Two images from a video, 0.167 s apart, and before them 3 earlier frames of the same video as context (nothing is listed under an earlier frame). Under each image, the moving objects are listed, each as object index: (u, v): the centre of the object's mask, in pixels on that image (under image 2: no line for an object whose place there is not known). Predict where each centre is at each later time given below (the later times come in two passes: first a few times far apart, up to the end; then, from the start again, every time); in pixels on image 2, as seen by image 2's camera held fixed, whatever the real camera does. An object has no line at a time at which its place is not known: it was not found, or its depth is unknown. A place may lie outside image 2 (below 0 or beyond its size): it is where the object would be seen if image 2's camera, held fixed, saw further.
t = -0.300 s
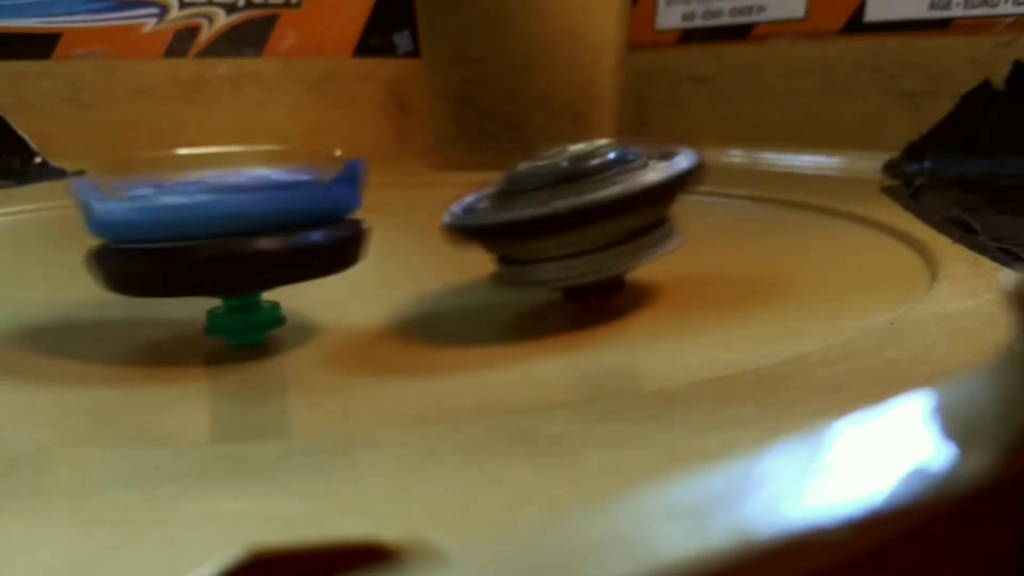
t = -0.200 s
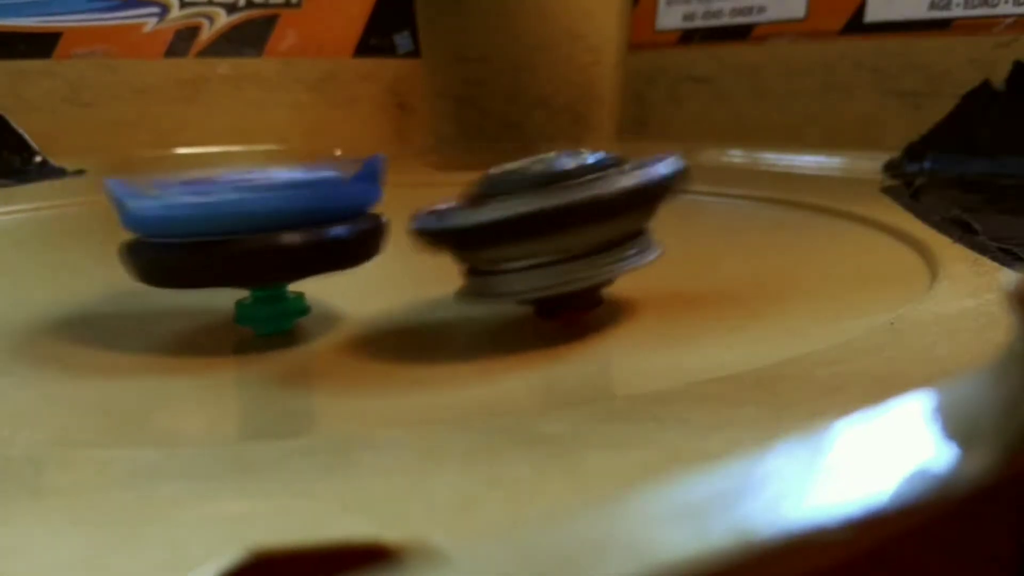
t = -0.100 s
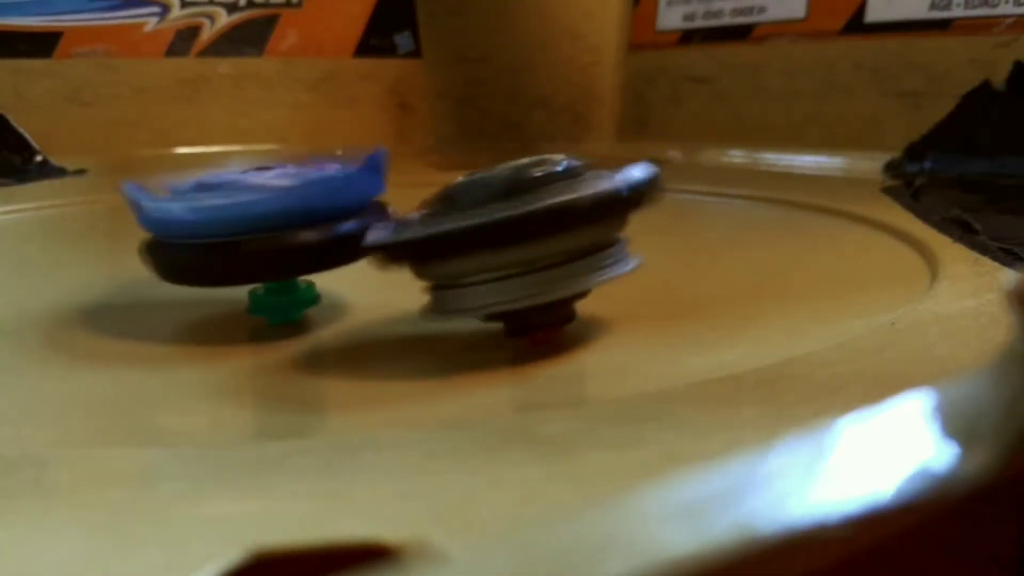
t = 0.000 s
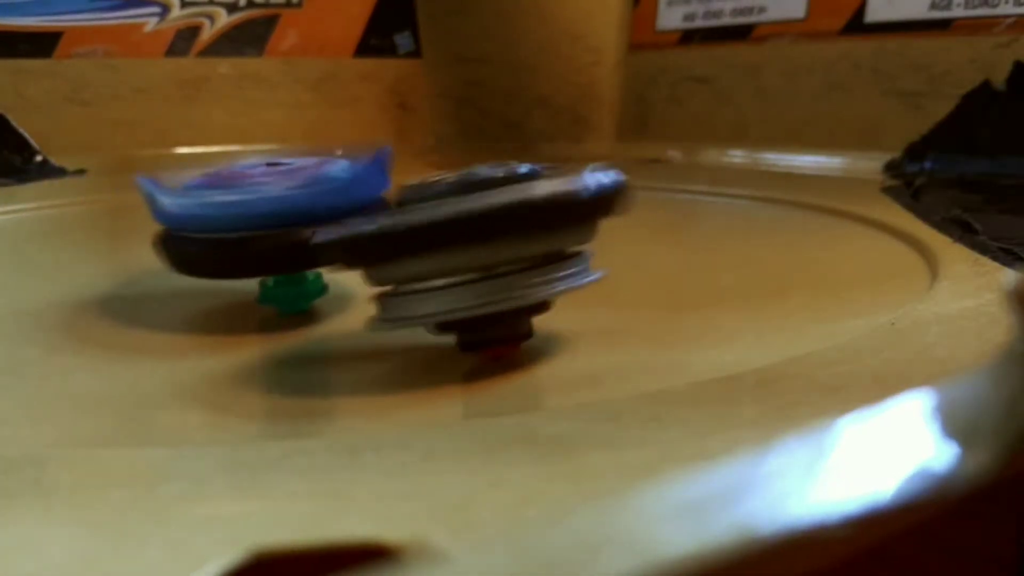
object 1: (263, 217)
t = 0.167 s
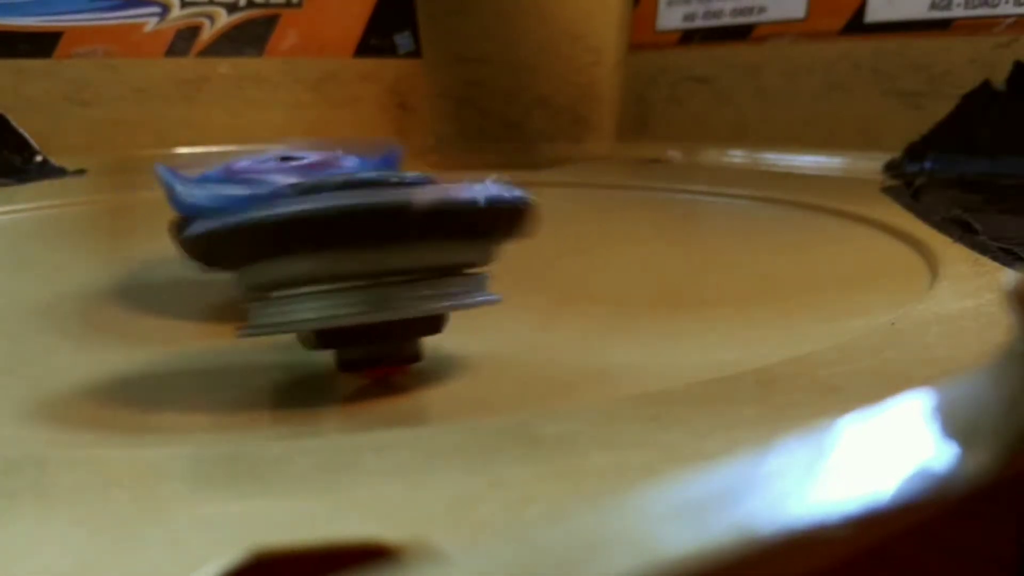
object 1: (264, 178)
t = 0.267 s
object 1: (286, 166)
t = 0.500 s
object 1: (318, 199)
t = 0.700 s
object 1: (332, 218)
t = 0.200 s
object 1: (270, 173)
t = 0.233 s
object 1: (276, 170)
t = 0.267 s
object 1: (286, 166)
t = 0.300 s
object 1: (294, 168)
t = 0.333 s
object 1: (312, 167)
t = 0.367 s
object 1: (321, 172)
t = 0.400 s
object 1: (324, 179)
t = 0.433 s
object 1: (327, 186)
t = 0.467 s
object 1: (321, 188)
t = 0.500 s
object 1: (318, 199)
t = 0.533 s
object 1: (319, 206)
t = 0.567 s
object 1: (317, 208)
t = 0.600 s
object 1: (315, 214)
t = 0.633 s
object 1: (320, 214)
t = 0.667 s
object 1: (326, 217)
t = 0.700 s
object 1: (332, 218)
